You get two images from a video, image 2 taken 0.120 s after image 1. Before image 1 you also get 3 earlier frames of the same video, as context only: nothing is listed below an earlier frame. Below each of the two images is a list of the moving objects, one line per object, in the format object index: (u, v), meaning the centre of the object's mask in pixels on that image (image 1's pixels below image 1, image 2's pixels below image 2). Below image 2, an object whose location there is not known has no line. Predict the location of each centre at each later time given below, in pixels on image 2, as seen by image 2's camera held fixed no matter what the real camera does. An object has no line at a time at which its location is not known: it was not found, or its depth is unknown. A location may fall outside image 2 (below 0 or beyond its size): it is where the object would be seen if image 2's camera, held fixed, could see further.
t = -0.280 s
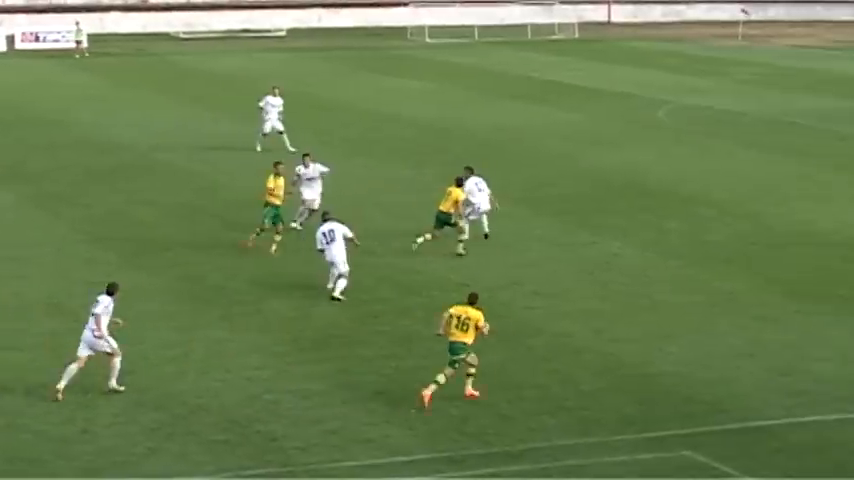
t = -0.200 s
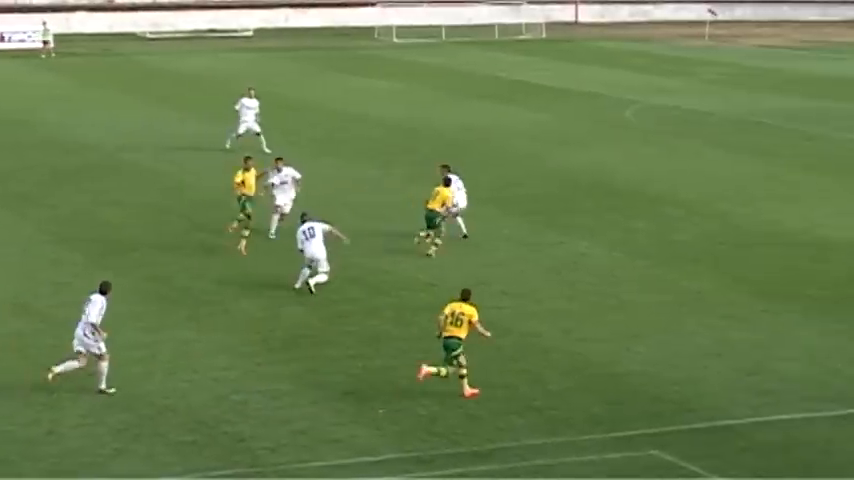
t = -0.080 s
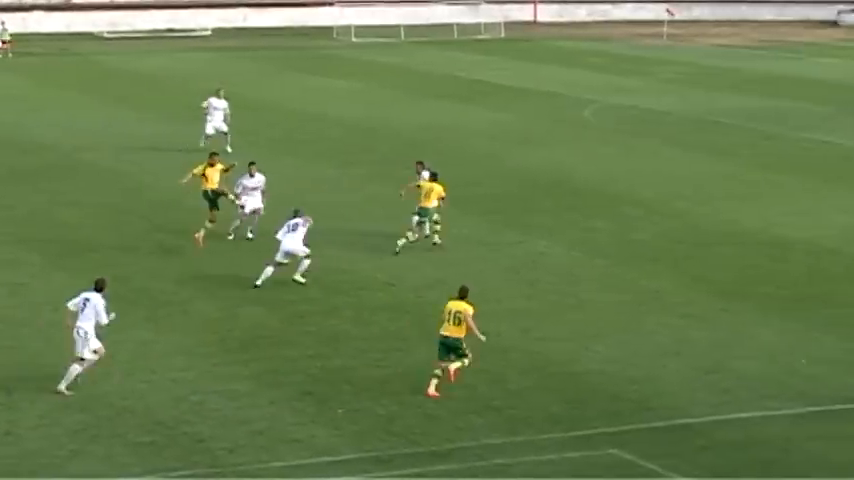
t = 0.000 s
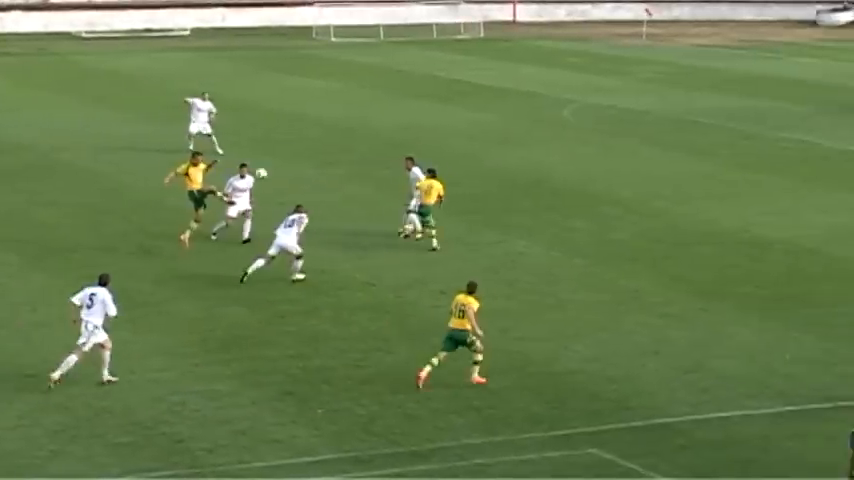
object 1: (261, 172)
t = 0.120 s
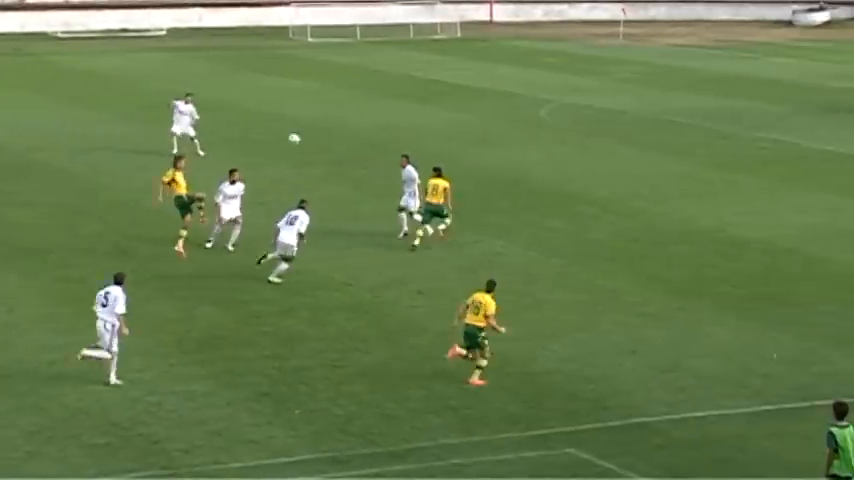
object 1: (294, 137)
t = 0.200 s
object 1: (329, 120)
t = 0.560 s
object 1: (483, 83)
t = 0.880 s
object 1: (609, 104)
